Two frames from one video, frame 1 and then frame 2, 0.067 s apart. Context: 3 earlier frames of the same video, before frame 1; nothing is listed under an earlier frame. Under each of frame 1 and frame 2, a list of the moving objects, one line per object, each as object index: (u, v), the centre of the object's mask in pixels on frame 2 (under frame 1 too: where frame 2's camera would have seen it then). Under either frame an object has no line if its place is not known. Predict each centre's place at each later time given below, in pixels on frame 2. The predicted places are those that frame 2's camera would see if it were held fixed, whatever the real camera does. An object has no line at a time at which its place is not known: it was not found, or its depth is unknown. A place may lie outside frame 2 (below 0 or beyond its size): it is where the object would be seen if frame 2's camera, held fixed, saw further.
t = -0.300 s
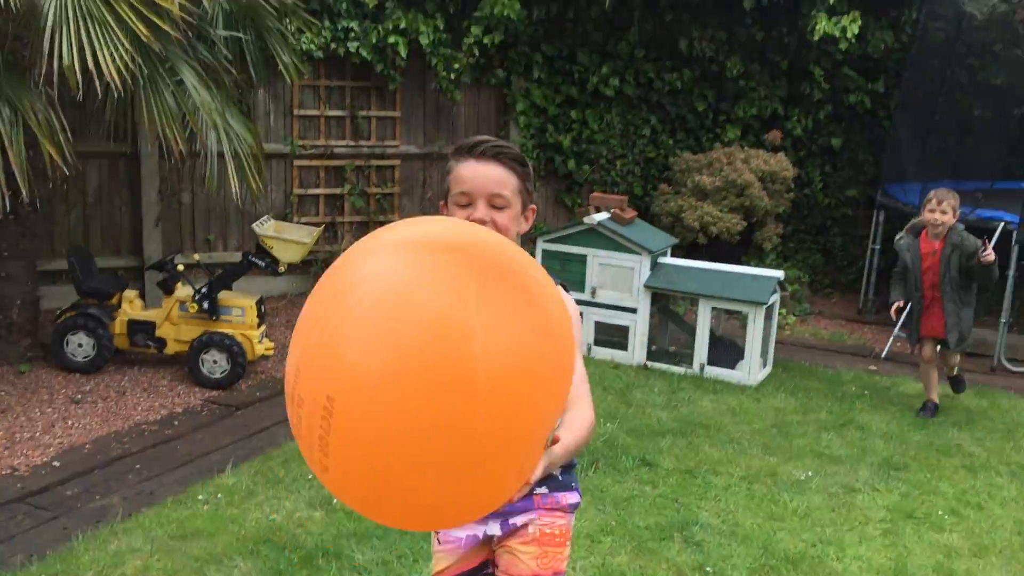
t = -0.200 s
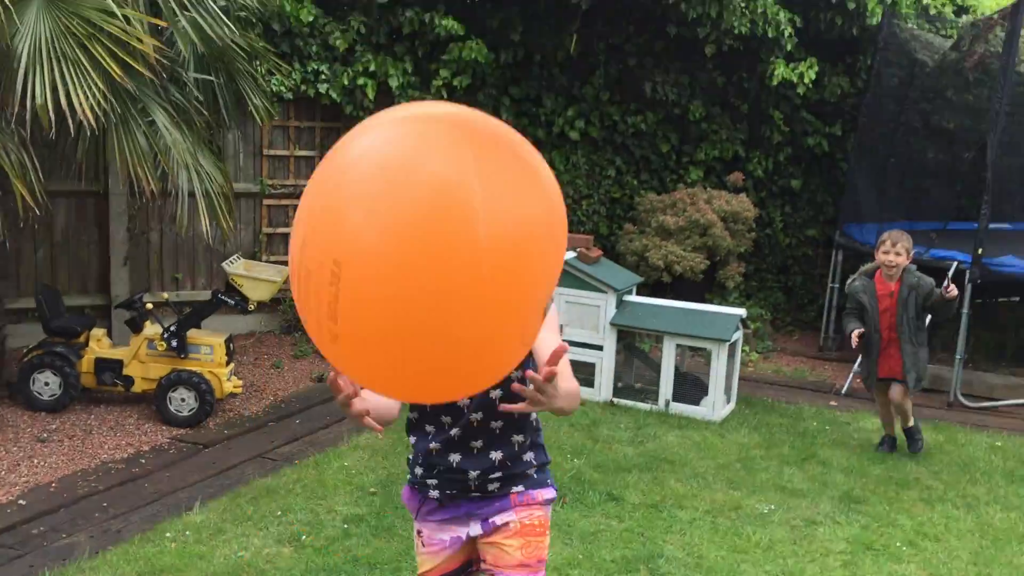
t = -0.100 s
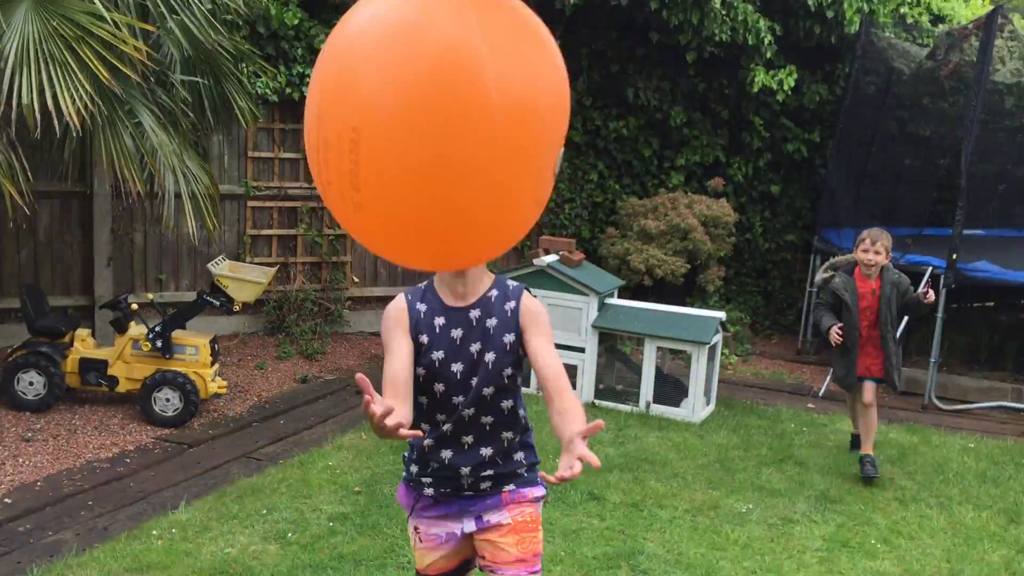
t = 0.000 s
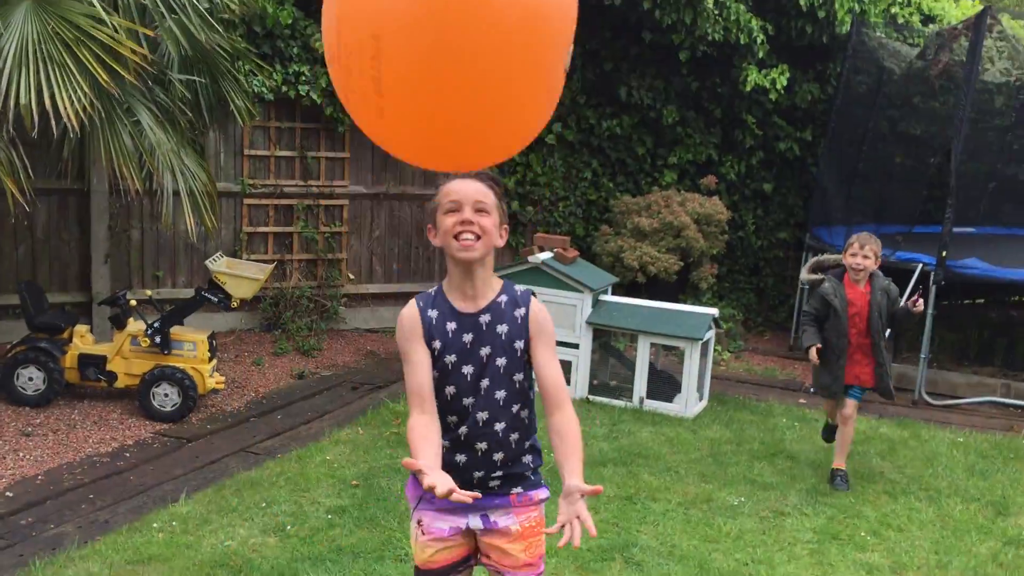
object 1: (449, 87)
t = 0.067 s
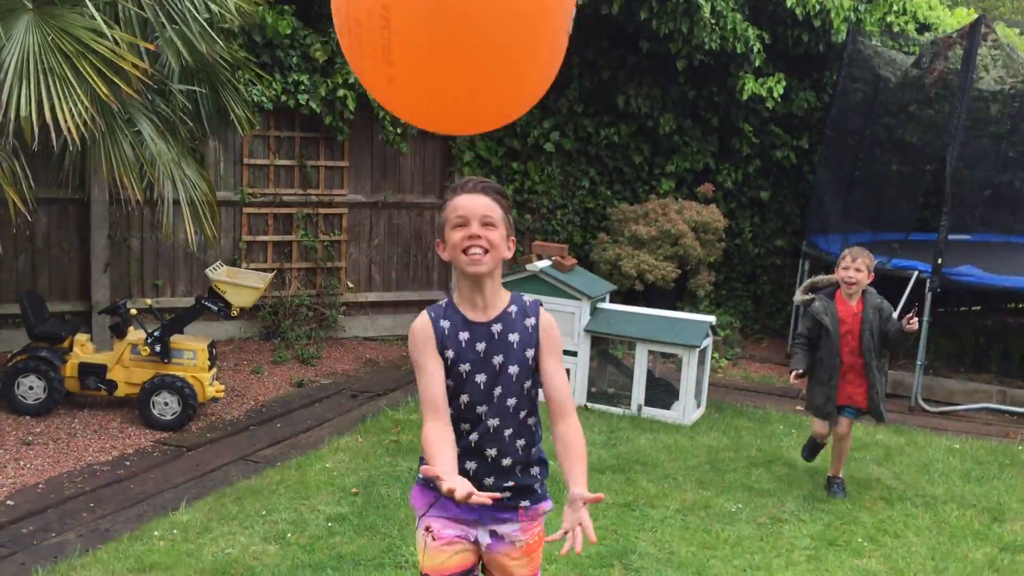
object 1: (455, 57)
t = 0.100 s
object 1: (456, 44)
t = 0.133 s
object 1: (457, 30)
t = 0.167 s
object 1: (456, 19)
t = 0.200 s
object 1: (456, 10)
